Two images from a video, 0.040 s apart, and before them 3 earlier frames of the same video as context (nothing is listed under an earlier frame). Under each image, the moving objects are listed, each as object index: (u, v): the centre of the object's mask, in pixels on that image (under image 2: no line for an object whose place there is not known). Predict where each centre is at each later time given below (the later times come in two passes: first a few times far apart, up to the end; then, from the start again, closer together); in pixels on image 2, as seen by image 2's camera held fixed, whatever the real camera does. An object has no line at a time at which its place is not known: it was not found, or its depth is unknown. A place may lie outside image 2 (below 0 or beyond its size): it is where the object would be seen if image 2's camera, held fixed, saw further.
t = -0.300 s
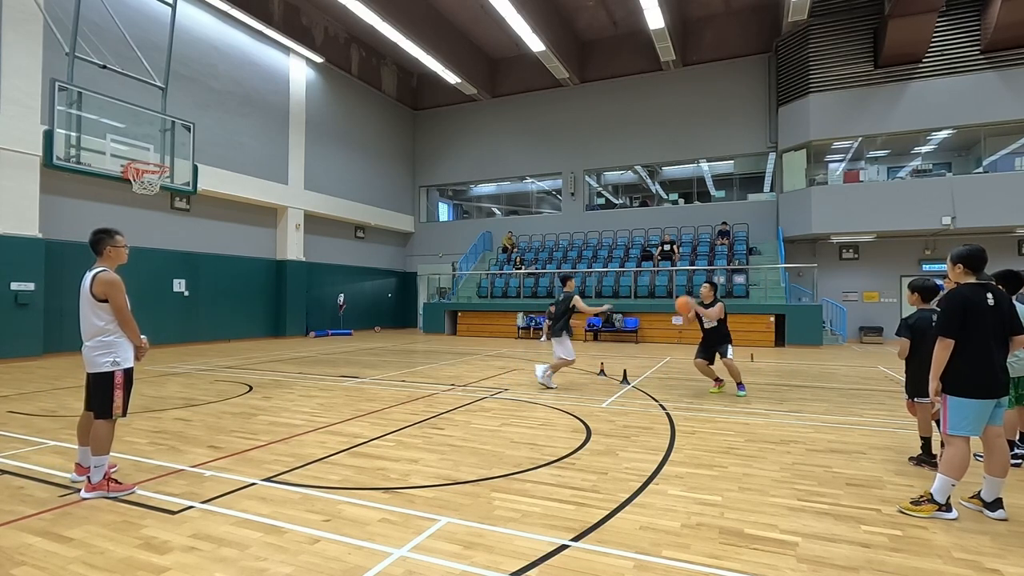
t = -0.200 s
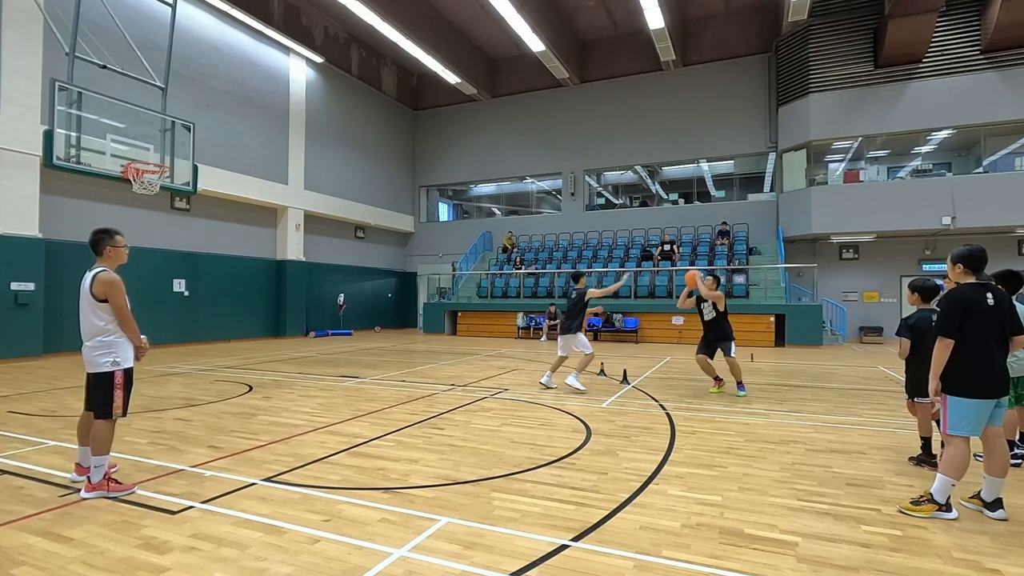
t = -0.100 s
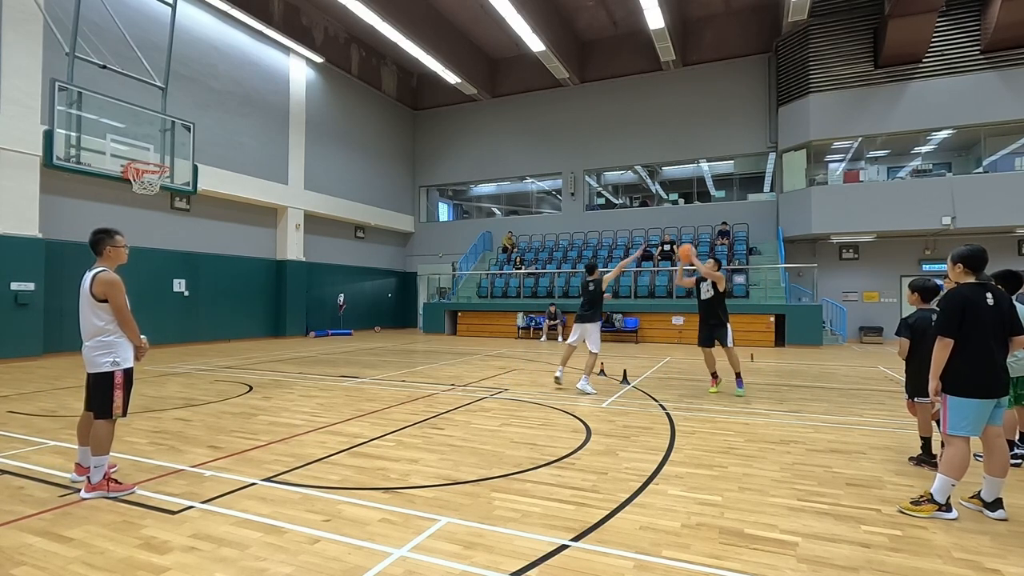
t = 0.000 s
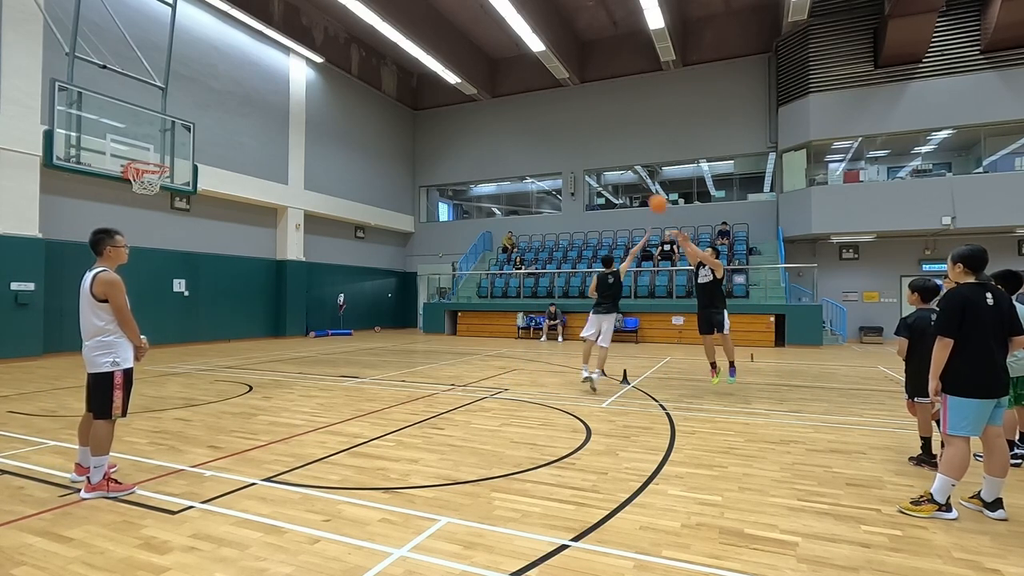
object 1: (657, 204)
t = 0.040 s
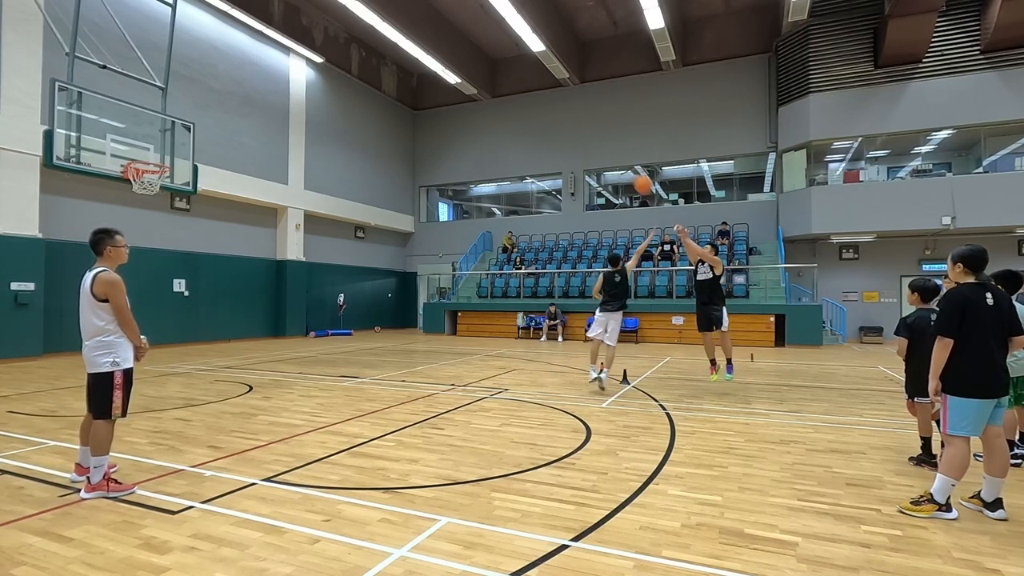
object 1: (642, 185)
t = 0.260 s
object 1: (561, 96)
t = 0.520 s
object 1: (465, 34)
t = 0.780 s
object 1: (368, 20)
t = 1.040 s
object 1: (272, 50)
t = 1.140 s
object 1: (234, 75)
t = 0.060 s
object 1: (636, 175)
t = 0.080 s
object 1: (628, 165)
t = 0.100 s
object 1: (620, 157)
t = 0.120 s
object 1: (613, 148)
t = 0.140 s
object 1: (605, 140)
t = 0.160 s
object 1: (598, 132)
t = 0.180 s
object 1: (591, 124)
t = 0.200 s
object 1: (583, 117)
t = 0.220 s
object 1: (576, 110)
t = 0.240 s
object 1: (568, 103)
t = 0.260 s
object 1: (561, 96)
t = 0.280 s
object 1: (553, 90)
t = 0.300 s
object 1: (546, 83)
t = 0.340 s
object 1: (531, 72)
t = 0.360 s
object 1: (524, 67)
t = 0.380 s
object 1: (517, 62)
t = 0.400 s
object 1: (509, 57)
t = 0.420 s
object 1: (502, 53)
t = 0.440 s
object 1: (495, 48)
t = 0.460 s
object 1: (487, 45)
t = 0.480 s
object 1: (480, 41)
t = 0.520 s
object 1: (465, 34)
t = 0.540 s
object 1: (458, 31)
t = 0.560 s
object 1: (450, 29)
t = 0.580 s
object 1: (443, 27)
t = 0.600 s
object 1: (435, 25)
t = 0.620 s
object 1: (428, 23)
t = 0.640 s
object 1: (421, 22)
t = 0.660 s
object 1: (413, 20)
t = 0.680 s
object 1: (406, 19)
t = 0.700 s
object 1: (399, 18)
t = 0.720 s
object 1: (392, 17)
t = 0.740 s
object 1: (384, 17)
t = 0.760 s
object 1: (377, 18)
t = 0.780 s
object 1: (368, 20)
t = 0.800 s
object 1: (360, 21)
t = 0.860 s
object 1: (339, 24)
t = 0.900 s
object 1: (324, 28)
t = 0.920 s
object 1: (316, 30)
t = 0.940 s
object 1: (309, 33)
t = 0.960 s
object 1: (302, 35)
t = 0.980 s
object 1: (295, 38)
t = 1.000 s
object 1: (287, 41)
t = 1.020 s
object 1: (278, 47)
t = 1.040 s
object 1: (272, 50)
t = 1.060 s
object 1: (263, 54)
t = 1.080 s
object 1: (256, 59)
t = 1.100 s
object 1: (249, 65)
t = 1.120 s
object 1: (241, 69)
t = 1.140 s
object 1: (234, 75)
